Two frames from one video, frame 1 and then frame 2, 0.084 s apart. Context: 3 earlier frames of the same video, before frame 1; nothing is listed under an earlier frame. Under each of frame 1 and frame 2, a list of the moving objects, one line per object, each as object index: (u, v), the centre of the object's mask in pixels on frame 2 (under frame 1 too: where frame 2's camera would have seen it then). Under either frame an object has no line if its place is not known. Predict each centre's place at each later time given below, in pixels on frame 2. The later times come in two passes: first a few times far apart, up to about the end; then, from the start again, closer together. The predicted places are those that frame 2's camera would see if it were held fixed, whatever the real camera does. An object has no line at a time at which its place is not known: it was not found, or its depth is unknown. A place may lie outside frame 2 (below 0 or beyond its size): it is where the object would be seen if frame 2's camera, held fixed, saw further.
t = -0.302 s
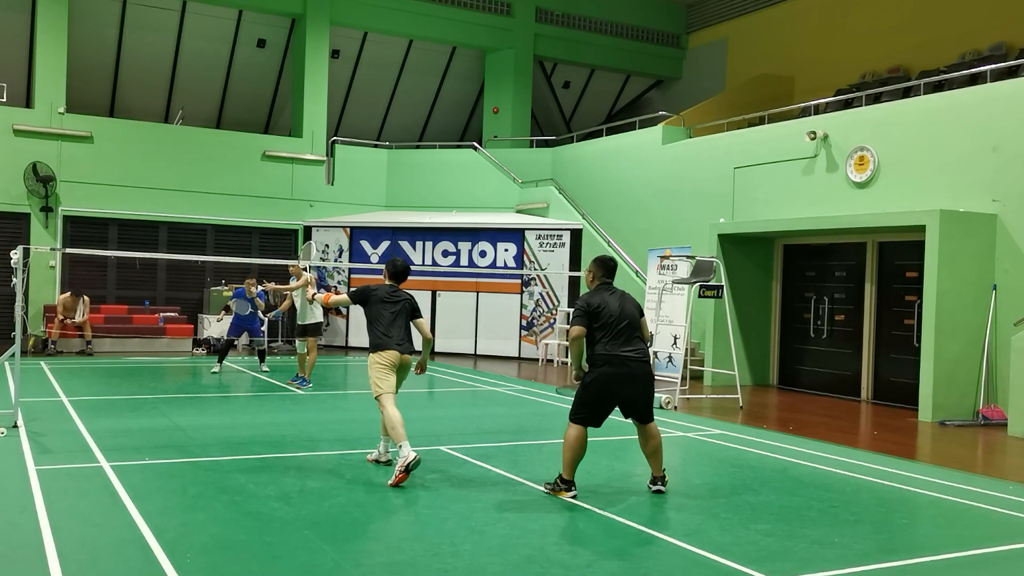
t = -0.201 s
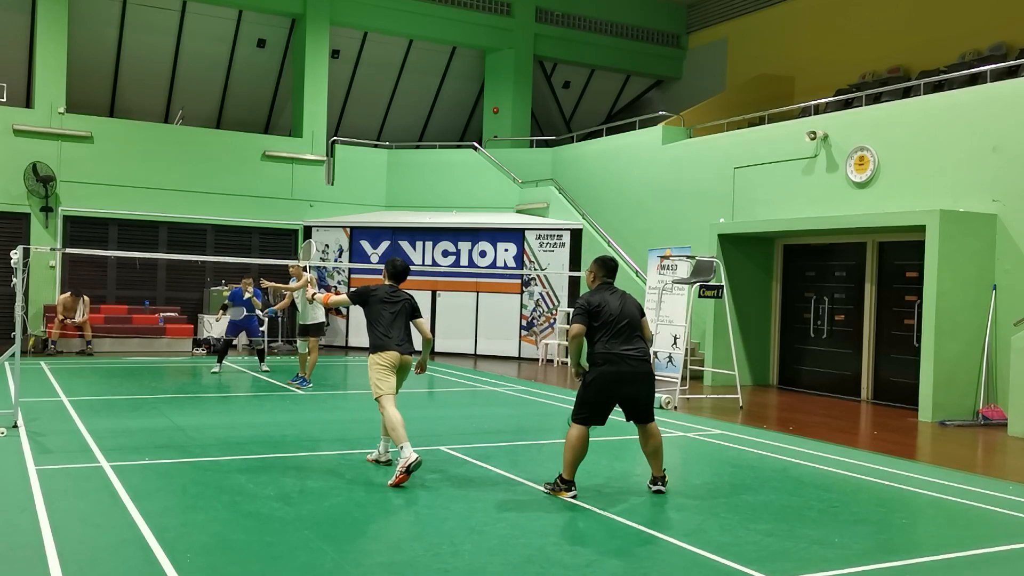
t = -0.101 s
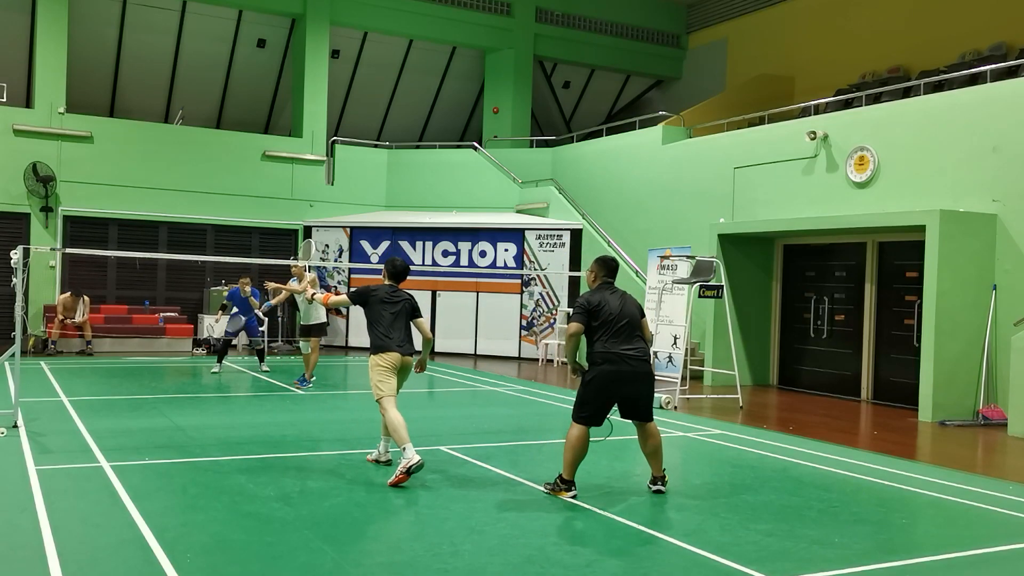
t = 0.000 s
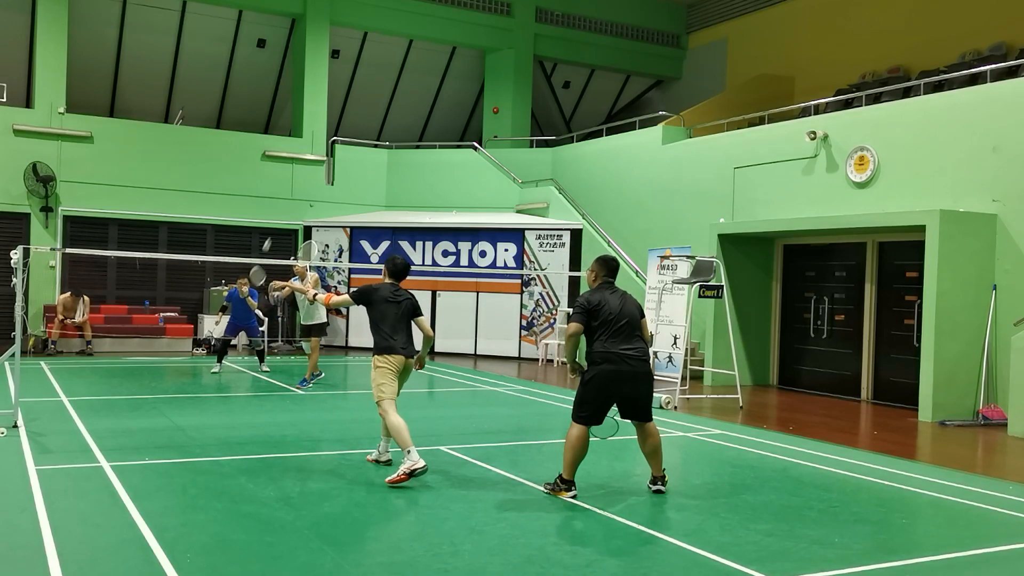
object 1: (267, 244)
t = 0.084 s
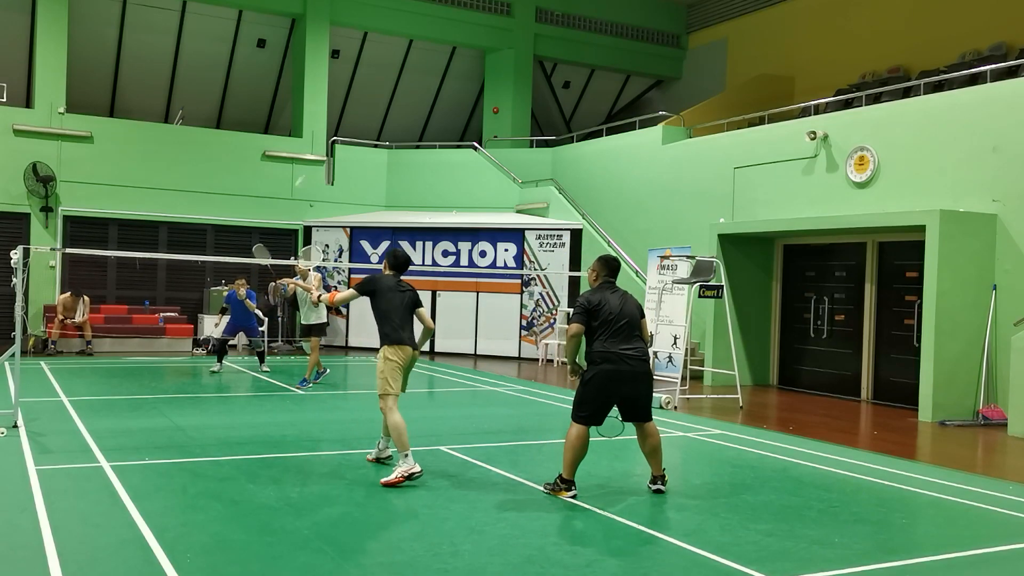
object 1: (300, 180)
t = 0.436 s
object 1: (423, 29)
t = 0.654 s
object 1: (491, 12)
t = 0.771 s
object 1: (525, 30)
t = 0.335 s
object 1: (391, 56)
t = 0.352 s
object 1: (397, 51)
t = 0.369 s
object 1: (402, 46)
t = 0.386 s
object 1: (407, 41)
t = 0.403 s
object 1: (413, 37)
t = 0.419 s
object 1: (418, 33)
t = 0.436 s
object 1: (423, 29)
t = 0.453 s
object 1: (429, 26)
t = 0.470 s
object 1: (434, 23)
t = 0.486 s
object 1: (439, 20)
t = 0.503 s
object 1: (445, 18)
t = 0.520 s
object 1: (450, 16)
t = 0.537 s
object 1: (455, 14)
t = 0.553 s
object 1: (460, 13)
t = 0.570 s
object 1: (465, 12)
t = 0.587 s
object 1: (471, 11)
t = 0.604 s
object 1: (476, 11)
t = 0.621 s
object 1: (481, 11)
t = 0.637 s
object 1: (486, 12)
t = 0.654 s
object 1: (491, 12)
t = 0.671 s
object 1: (495, 14)
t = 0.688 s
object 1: (501, 15)
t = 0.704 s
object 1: (505, 17)
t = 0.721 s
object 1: (510, 20)
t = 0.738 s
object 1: (515, 23)
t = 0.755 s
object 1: (520, 26)
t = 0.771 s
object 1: (525, 30)
